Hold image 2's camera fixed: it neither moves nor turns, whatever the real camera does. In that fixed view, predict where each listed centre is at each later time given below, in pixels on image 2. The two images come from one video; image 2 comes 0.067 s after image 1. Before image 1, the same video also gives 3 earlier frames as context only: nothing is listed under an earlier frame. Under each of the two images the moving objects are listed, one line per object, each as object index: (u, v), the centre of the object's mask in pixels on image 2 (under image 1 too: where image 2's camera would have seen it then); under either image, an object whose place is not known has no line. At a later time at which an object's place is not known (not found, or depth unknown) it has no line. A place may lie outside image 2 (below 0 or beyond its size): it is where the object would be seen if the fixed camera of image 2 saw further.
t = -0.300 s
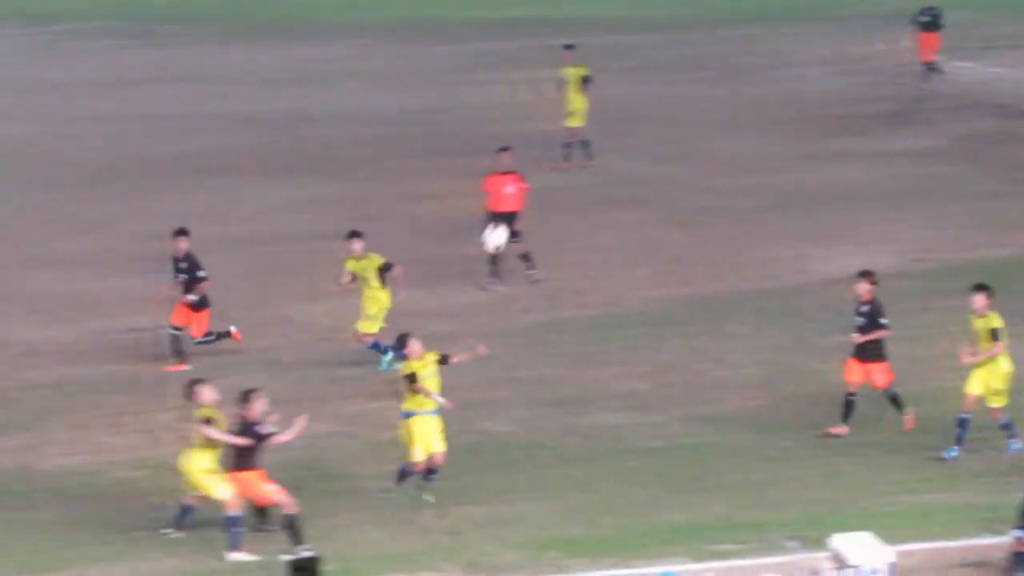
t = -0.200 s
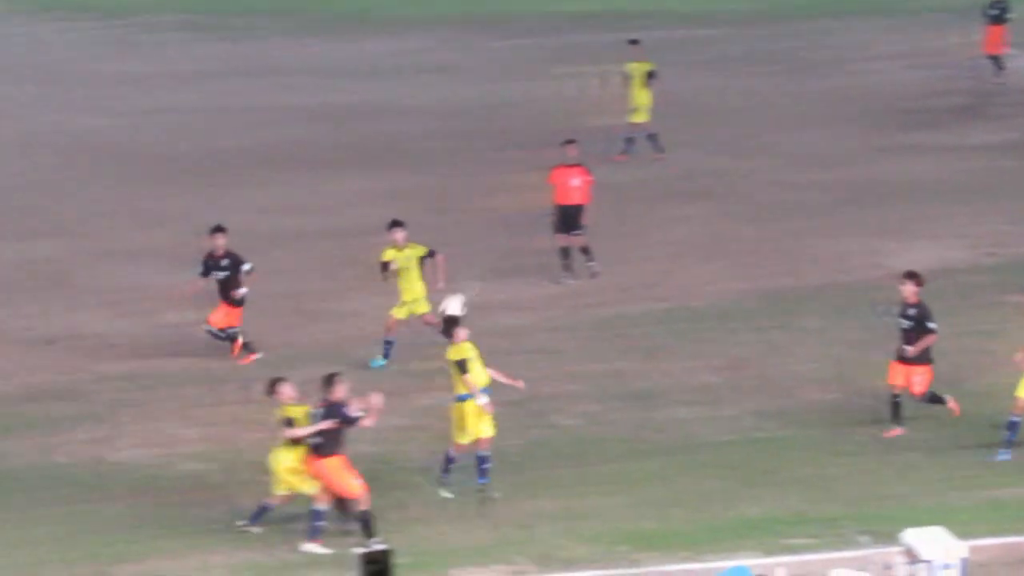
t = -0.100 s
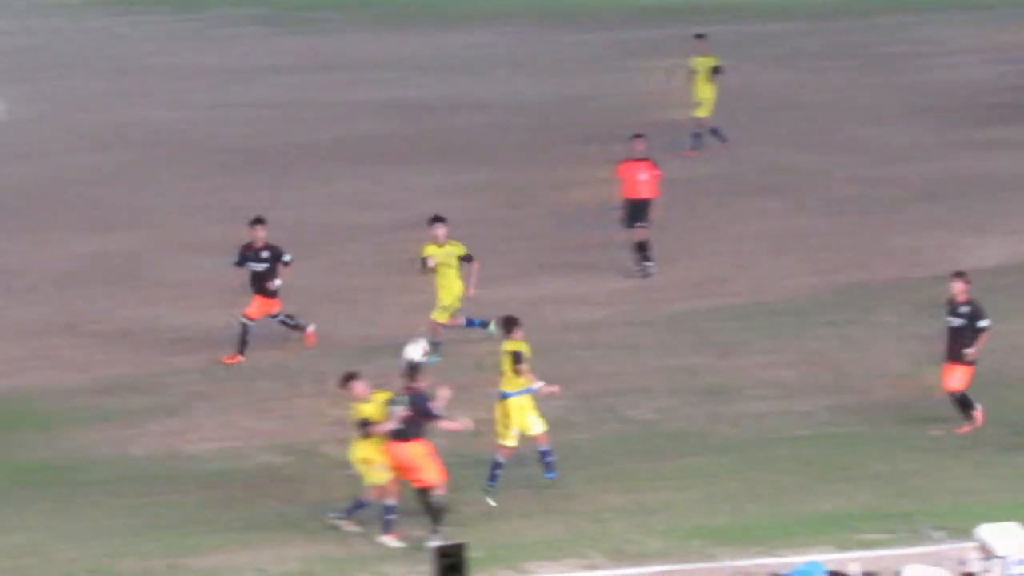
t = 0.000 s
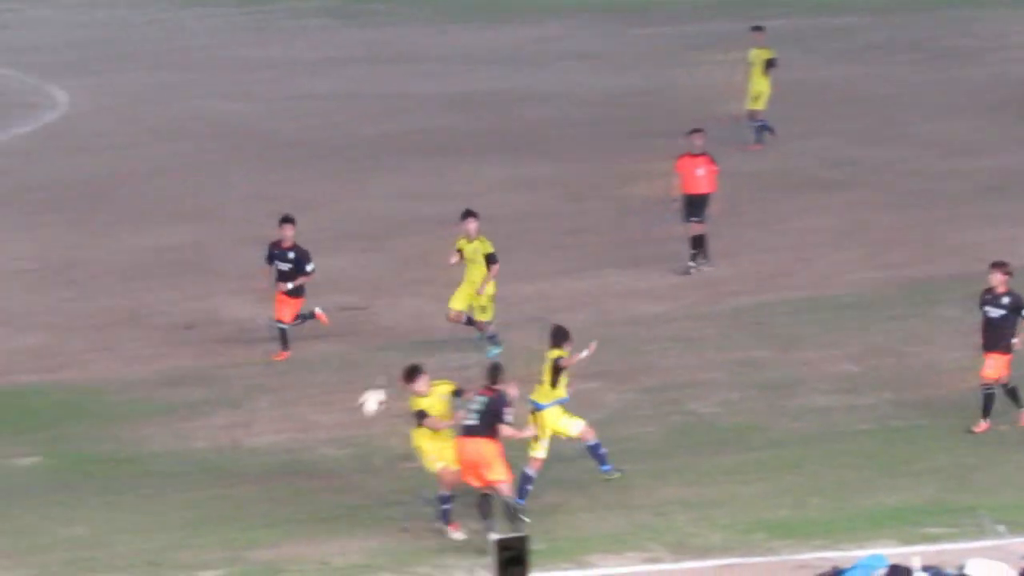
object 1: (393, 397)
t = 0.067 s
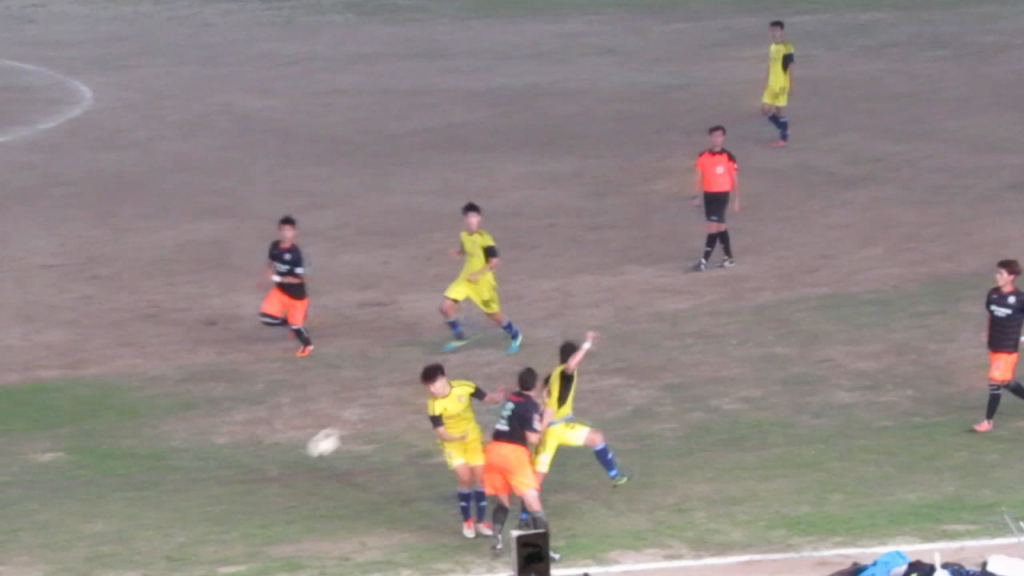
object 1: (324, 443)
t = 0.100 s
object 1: (290, 468)
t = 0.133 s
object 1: (255, 493)
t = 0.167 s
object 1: (230, 485)
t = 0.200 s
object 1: (208, 464)
